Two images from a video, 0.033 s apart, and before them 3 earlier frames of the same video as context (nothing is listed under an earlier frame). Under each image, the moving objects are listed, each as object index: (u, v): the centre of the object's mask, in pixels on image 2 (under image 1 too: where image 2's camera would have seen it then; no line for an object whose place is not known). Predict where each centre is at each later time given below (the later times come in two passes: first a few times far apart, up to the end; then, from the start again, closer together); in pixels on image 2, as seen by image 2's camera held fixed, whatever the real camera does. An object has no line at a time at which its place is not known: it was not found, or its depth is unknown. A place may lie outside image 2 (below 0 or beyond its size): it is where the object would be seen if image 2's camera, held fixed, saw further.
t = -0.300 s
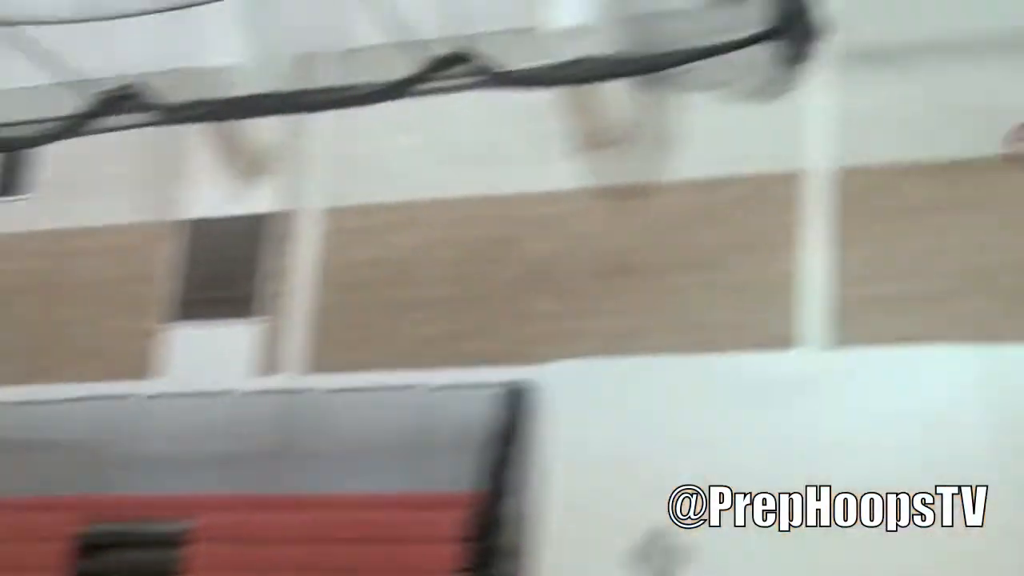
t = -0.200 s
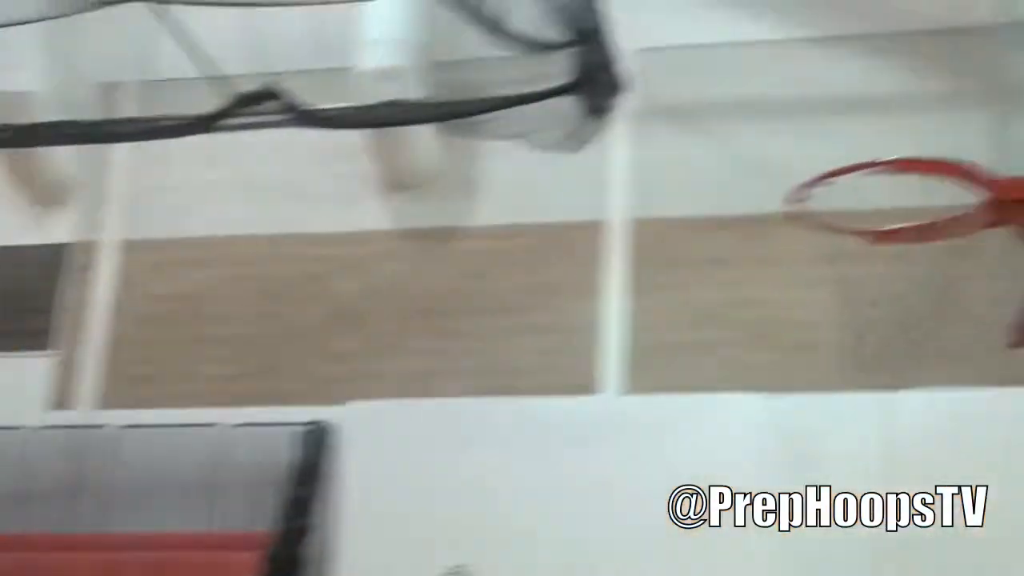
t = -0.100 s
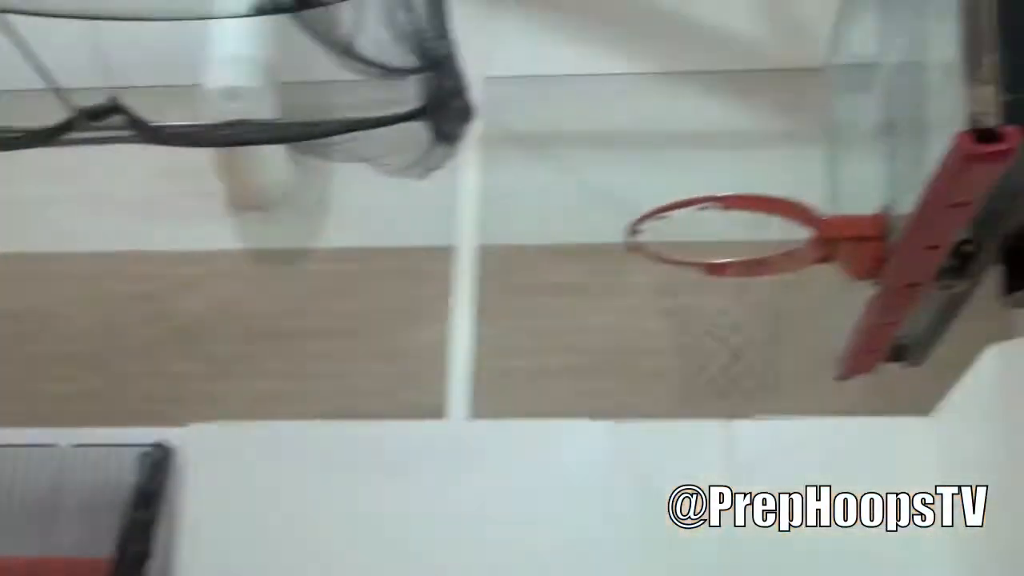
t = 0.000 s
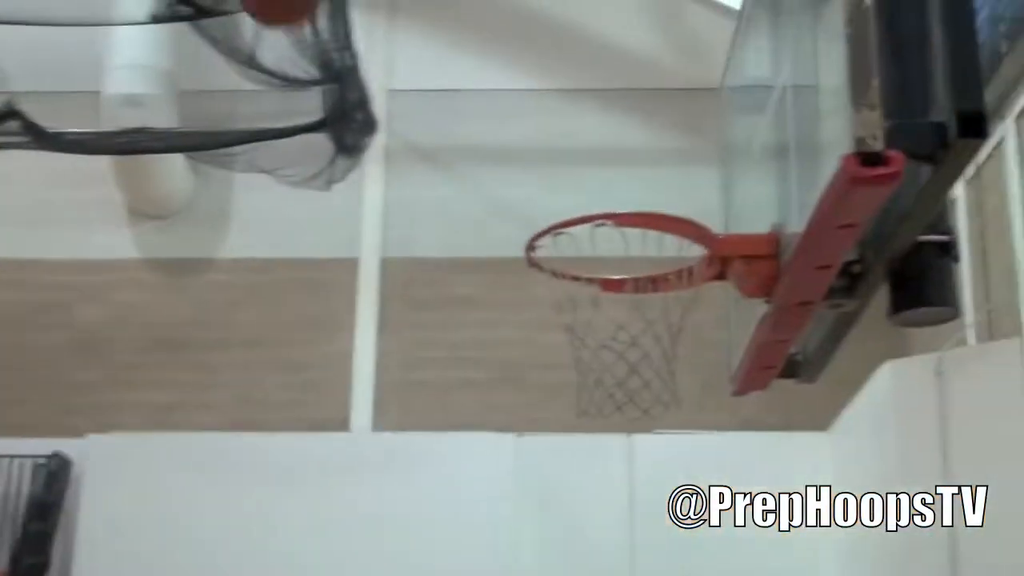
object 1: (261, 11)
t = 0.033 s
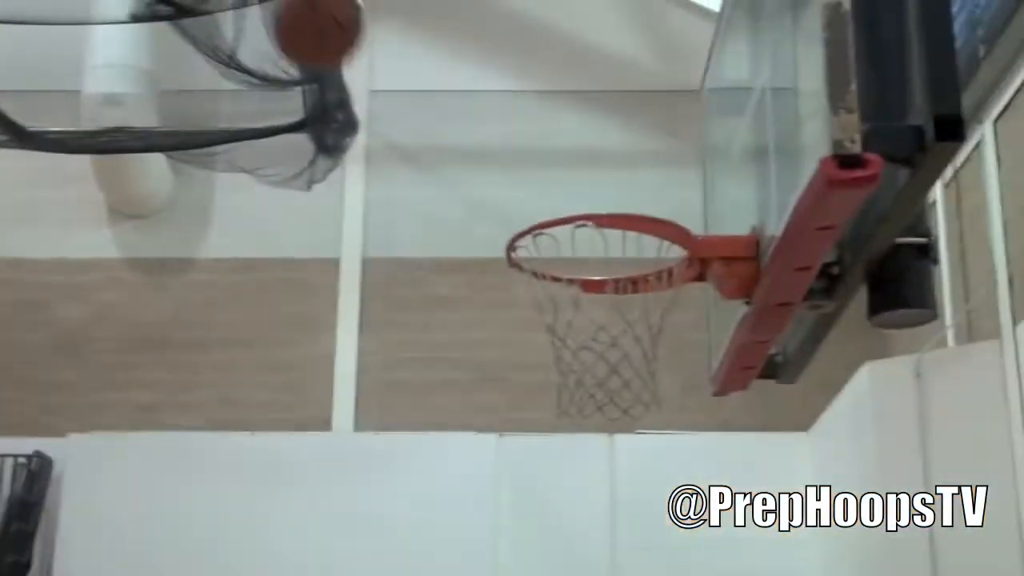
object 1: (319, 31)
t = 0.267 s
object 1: (679, 346)
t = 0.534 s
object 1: (738, 455)
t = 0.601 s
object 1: (756, 510)
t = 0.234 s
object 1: (659, 338)
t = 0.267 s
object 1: (679, 346)
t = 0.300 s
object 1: (678, 364)
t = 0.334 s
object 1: (696, 358)
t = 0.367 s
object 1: (701, 357)
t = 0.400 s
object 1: (707, 365)
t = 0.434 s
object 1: (714, 380)
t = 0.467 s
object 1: (721, 401)
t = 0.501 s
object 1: (730, 425)
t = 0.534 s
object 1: (738, 455)
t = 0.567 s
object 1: (746, 487)
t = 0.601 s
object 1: (756, 510)
